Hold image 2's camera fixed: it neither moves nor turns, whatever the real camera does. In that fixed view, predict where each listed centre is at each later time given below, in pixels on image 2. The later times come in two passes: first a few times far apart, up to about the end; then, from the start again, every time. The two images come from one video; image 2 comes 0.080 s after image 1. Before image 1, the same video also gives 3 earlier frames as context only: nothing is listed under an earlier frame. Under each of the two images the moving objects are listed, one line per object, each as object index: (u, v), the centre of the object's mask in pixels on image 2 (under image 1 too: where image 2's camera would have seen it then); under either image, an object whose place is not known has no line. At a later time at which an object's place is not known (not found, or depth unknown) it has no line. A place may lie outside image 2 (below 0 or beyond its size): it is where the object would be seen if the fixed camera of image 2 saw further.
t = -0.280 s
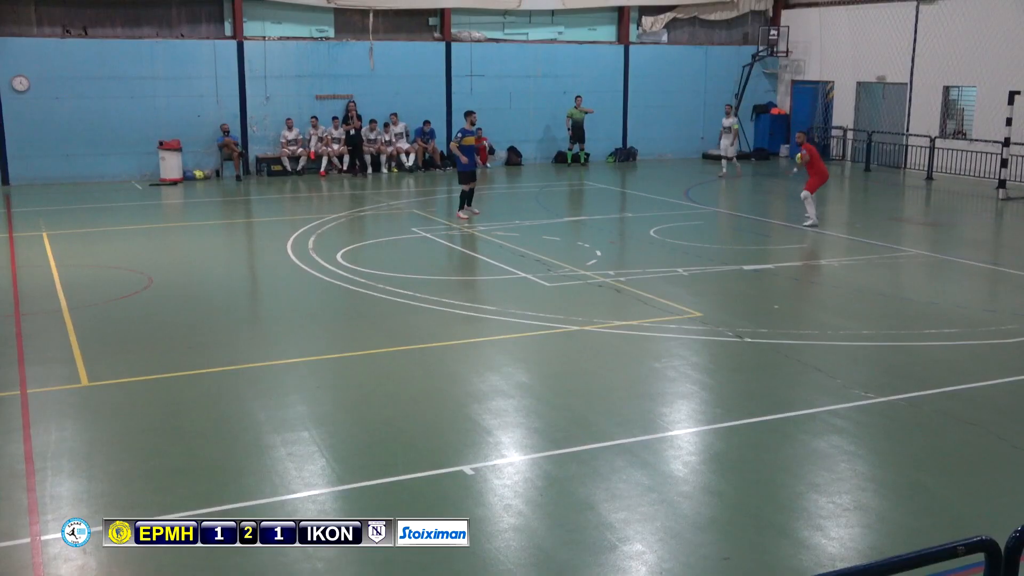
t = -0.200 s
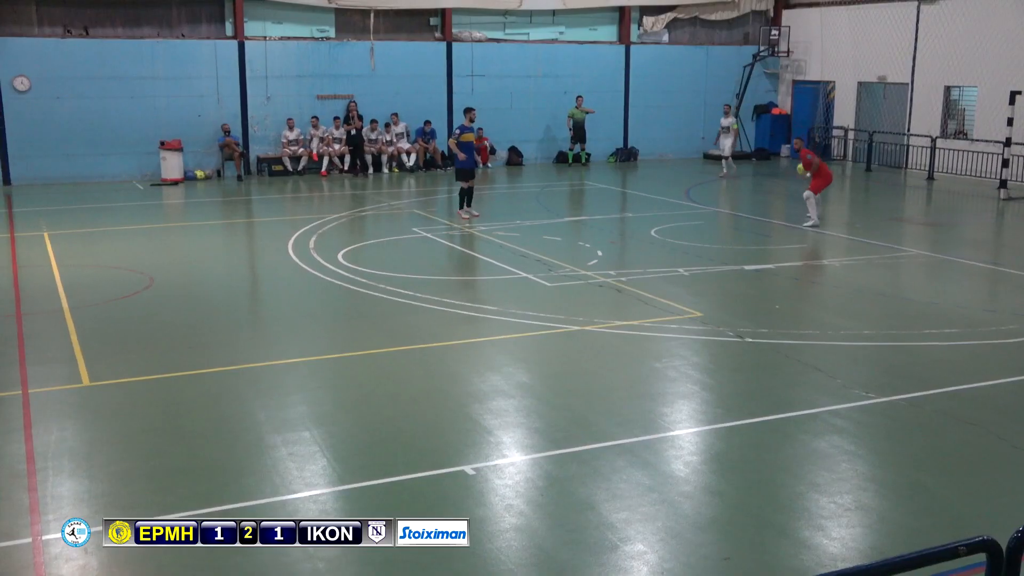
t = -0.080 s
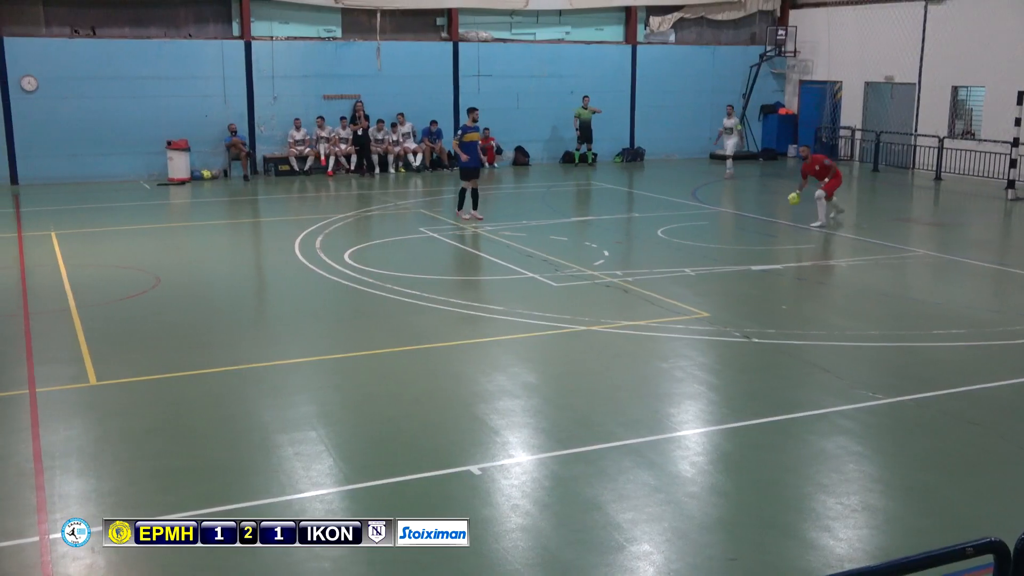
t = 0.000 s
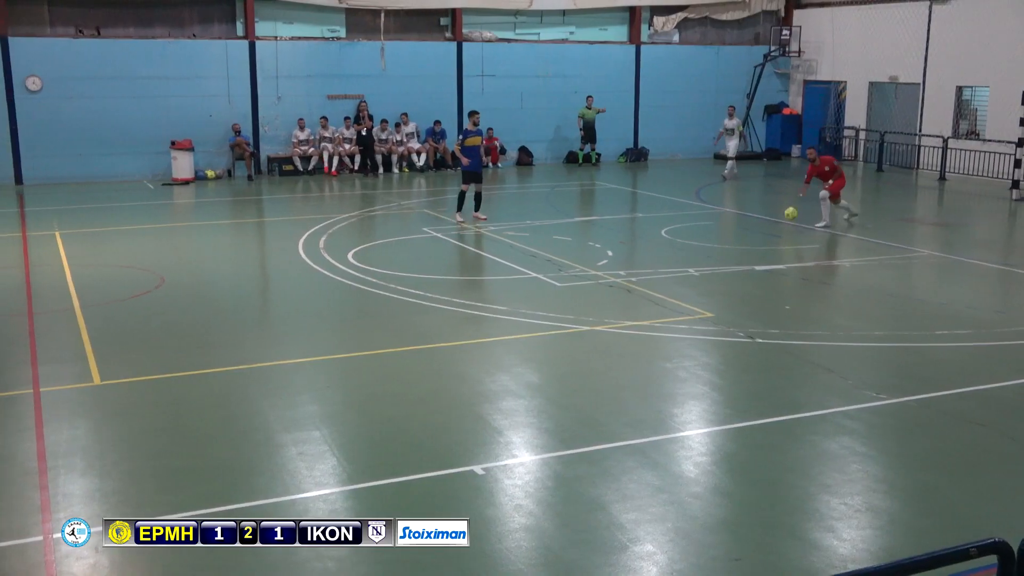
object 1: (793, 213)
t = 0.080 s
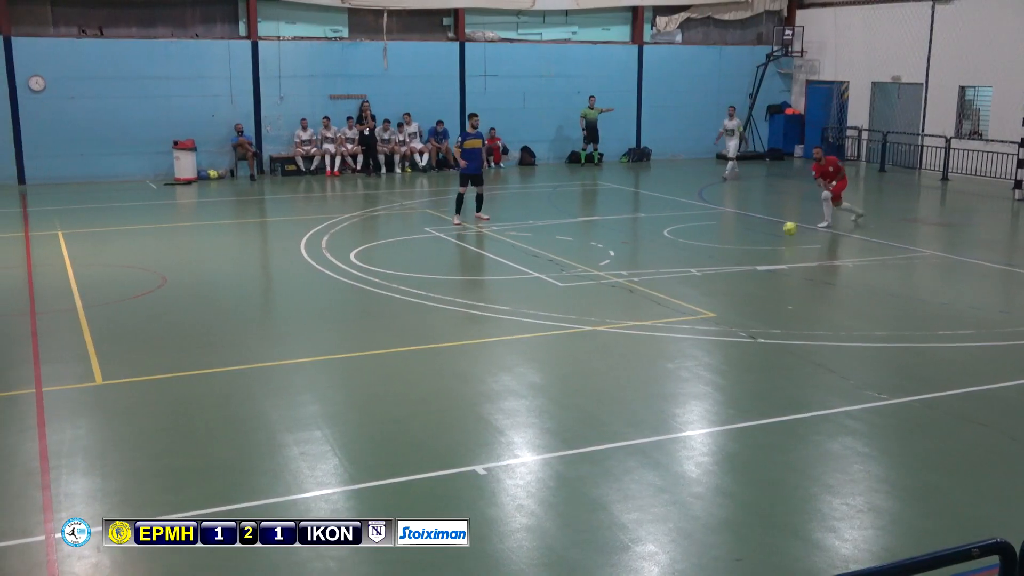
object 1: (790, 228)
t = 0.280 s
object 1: (781, 250)
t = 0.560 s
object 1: (770, 302)
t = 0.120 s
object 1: (787, 239)
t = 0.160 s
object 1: (786, 240)
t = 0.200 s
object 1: (785, 241)
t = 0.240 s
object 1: (783, 244)
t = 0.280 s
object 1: (781, 250)
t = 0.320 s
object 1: (780, 256)
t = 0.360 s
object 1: (779, 265)
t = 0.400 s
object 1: (776, 276)
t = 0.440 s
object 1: (774, 282)
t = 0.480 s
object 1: (773, 288)
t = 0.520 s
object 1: (771, 297)
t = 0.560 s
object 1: (770, 302)
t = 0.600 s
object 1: (770, 305)
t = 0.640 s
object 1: (768, 313)
